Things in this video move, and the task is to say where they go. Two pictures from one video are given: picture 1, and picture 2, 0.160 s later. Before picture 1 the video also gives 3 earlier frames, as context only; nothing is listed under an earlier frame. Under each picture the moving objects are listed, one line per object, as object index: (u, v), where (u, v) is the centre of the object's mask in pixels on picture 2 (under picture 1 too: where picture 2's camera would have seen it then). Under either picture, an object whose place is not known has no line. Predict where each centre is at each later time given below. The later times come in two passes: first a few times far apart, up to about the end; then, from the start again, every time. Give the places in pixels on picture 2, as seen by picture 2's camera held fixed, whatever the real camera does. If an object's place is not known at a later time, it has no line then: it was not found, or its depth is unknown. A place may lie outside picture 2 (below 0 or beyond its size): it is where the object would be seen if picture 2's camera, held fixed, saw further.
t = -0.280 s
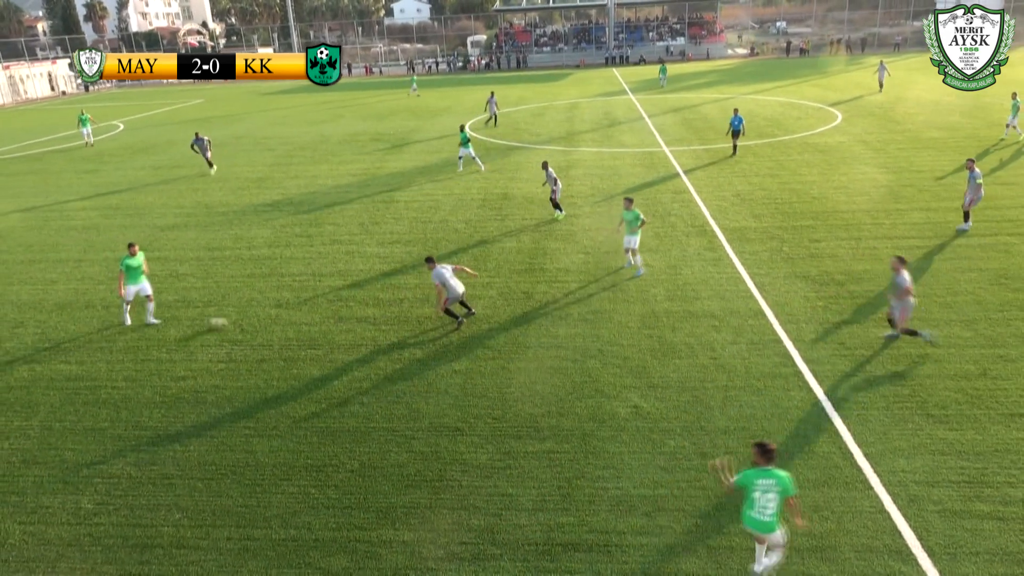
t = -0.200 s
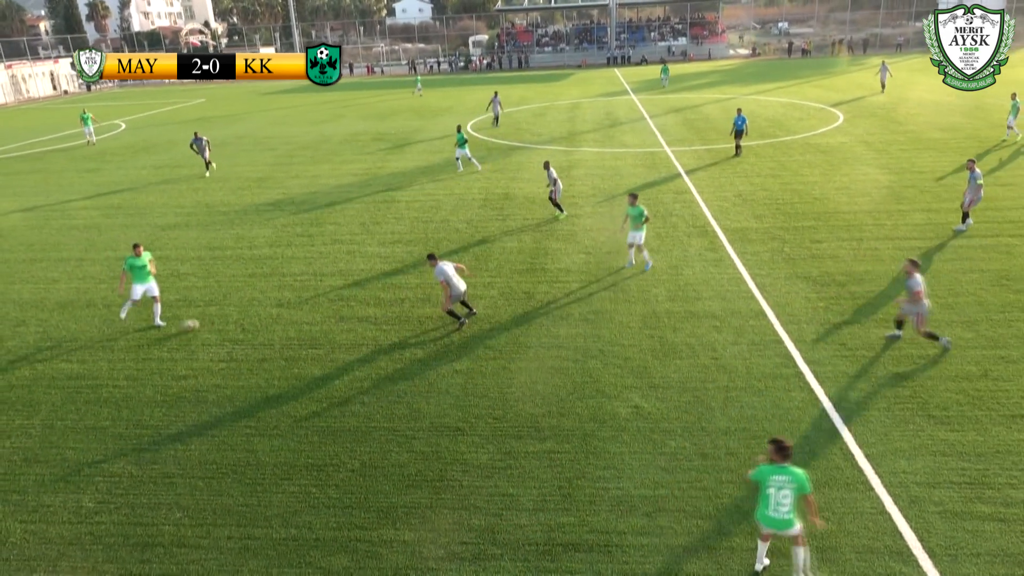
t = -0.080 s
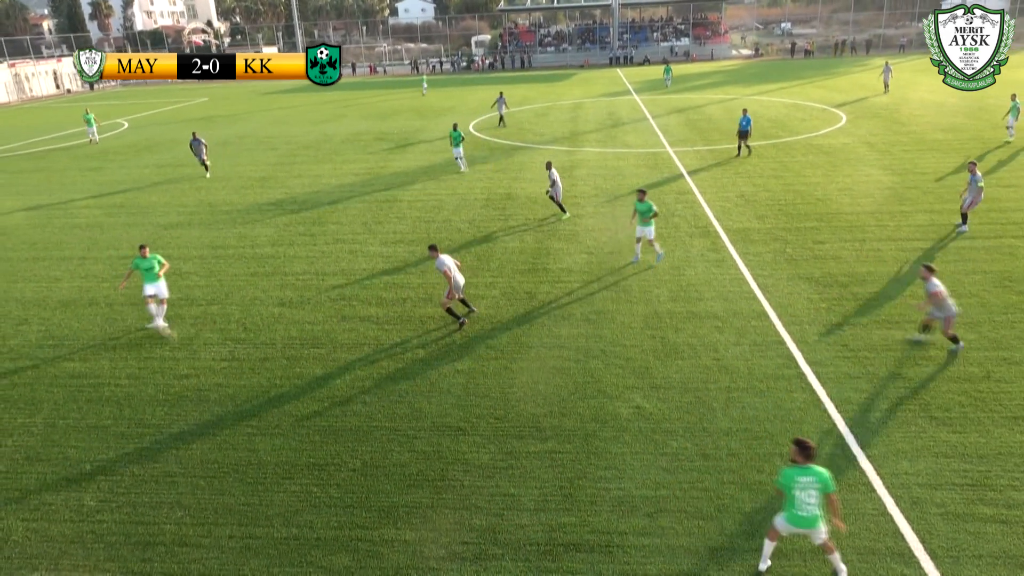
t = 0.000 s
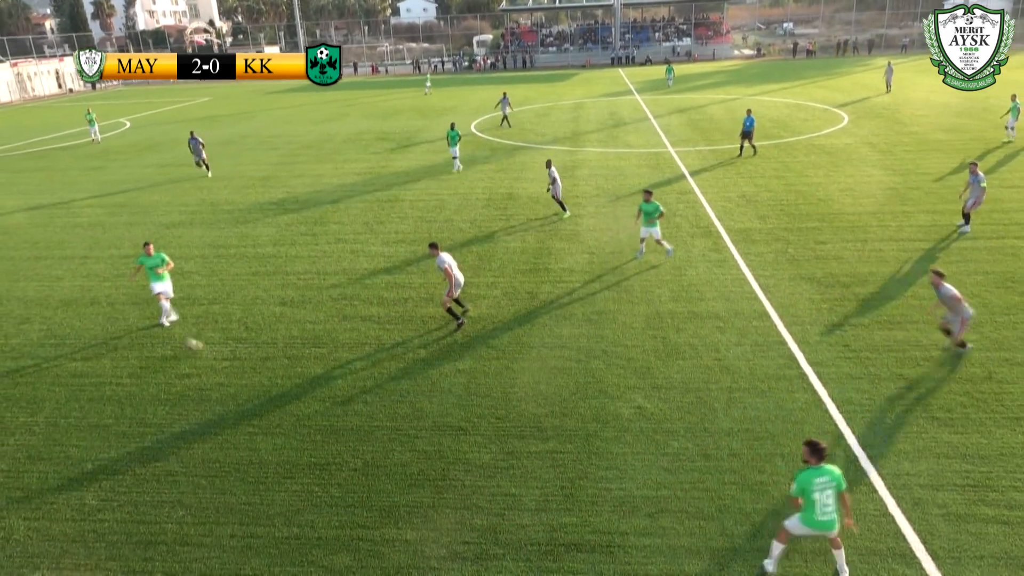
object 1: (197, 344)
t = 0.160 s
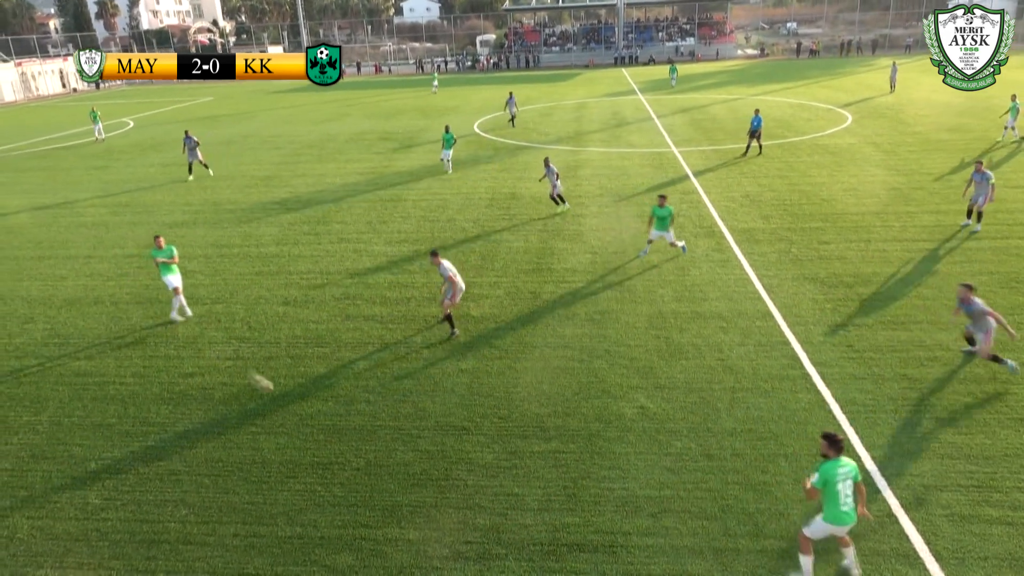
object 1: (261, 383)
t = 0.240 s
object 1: (293, 402)
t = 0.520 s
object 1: (423, 486)
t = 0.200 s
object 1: (275, 393)
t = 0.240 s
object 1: (293, 402)
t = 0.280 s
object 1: (311, 413)
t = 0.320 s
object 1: (328, 426)
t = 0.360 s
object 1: (347, 437)
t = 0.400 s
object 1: (363, 447)
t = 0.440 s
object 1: (383, 459)
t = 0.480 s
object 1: (403, 473)
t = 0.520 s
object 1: (423, 486)
